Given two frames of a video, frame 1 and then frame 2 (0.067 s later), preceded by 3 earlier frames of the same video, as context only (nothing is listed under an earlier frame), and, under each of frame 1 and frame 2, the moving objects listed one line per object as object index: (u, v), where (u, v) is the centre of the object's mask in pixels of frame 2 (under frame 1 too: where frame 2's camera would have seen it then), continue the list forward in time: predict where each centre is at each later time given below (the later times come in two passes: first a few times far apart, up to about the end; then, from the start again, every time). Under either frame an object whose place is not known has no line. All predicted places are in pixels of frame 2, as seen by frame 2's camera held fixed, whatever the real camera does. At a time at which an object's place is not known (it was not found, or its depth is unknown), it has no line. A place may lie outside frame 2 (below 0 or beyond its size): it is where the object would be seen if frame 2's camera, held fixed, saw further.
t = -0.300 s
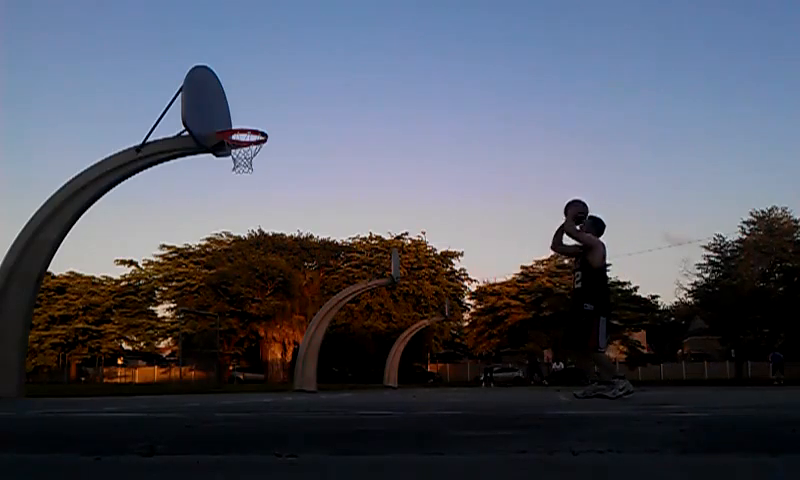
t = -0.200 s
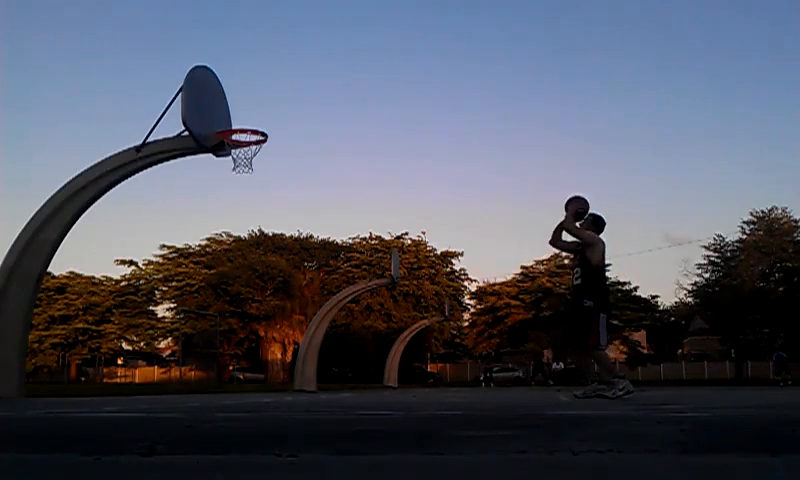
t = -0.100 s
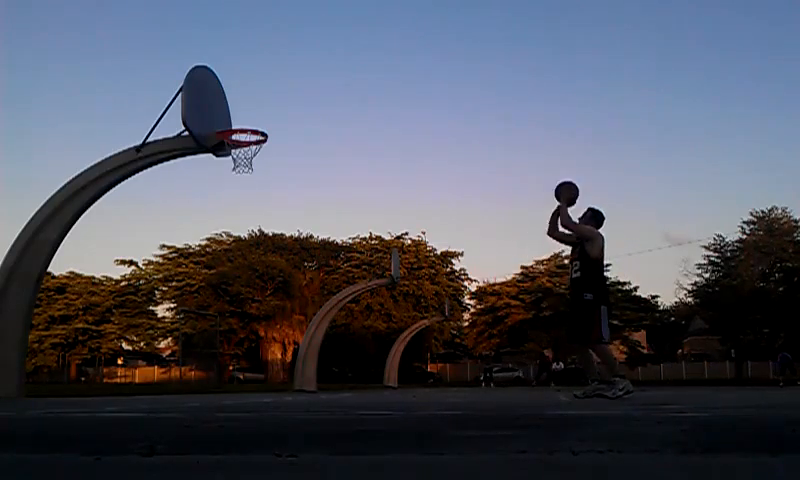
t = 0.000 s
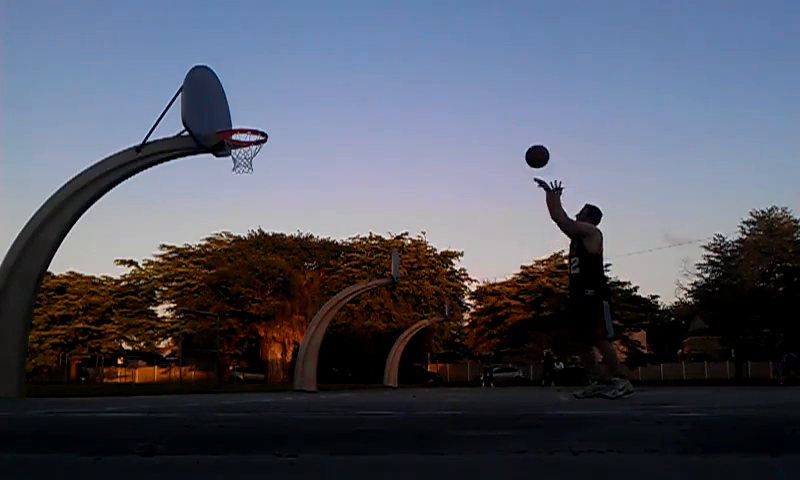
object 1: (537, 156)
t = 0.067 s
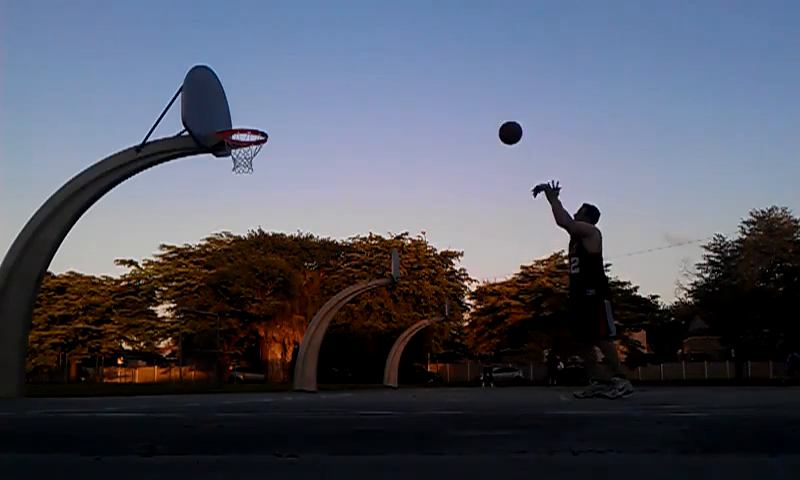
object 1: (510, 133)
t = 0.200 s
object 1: (458, 99)
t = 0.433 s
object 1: (372, 79)
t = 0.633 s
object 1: (302, 101)
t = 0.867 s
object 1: (243, 111)
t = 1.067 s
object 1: (237, 102)
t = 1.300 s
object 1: (271, 124)
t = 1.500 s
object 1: (301, 141)
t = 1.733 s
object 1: (338, 200)
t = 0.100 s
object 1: (497, 123)
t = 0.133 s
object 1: (484, 114)
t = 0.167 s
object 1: (471, 106)
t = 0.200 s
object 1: (458, 99)
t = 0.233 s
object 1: (445, 93)
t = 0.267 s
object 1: (433, 88)
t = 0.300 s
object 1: (420, 85)
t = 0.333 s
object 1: (408, 82)
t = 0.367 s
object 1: (396, 80)
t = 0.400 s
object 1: (384, 79)
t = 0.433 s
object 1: (372, 79)
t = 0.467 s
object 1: (360, 80)
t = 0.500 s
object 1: (348, 82)
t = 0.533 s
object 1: (337, 86)
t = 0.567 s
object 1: (325, 90)
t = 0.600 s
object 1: (314, 95)
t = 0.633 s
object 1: (302, 101)
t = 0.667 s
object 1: (291, 108)
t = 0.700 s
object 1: (279, 116)
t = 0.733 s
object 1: (268, 125)
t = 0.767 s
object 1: (261, 124)
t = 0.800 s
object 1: (255, 119)
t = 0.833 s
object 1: (249, 114)
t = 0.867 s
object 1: (243, 111)
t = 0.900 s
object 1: (238, 108)
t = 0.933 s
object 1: (232, 107)
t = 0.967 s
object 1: (225, 106)
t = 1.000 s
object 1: (228, 105)
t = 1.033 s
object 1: (232, 103)
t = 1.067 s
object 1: (237, 102)
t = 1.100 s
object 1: (242, 102)
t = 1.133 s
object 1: (247, 104)
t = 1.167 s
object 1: (252, 106)
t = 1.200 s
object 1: (256, 109)
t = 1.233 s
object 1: (261, 113)
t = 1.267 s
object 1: (266, 118)
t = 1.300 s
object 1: (271, 124)
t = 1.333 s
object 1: (275, 128)
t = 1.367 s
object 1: (281, 129)
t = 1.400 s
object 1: (286, 130)
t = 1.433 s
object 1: (291, 133)
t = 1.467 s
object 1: (296, 136)
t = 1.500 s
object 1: (301, 141)
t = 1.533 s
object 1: (307, 146)
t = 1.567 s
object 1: (312, 152)
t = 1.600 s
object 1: (317, 160)
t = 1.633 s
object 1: (322, 168)
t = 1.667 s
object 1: (328, 178)
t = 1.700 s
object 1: (333, 188)
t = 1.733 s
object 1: (338, 200)
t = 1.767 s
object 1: (343, 212)
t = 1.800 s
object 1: (348, 226)
